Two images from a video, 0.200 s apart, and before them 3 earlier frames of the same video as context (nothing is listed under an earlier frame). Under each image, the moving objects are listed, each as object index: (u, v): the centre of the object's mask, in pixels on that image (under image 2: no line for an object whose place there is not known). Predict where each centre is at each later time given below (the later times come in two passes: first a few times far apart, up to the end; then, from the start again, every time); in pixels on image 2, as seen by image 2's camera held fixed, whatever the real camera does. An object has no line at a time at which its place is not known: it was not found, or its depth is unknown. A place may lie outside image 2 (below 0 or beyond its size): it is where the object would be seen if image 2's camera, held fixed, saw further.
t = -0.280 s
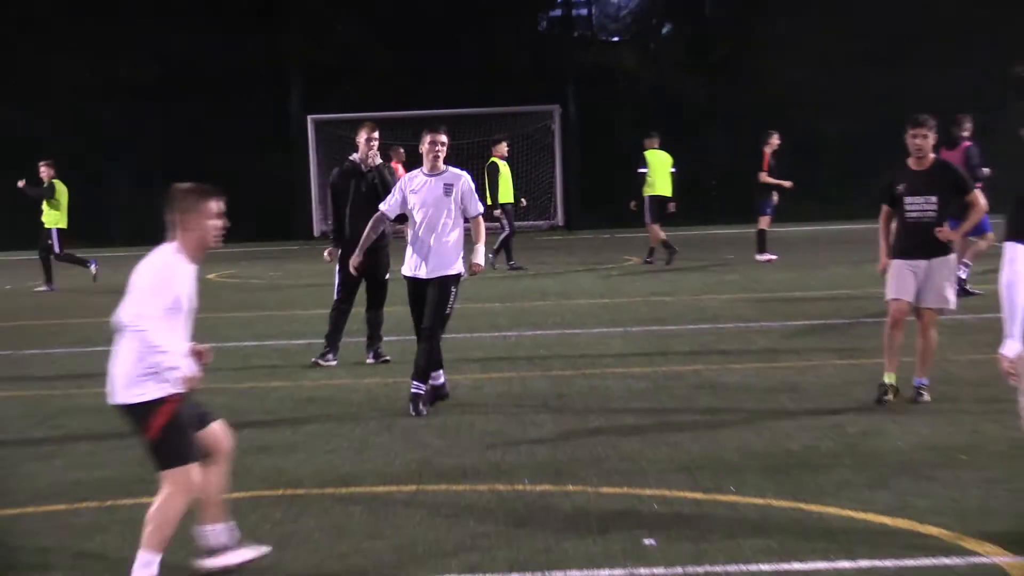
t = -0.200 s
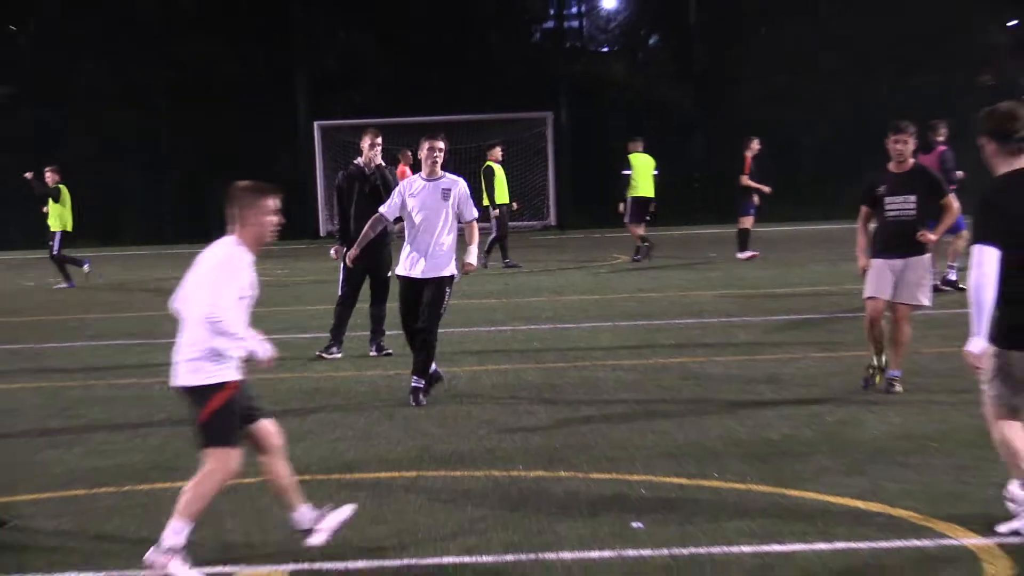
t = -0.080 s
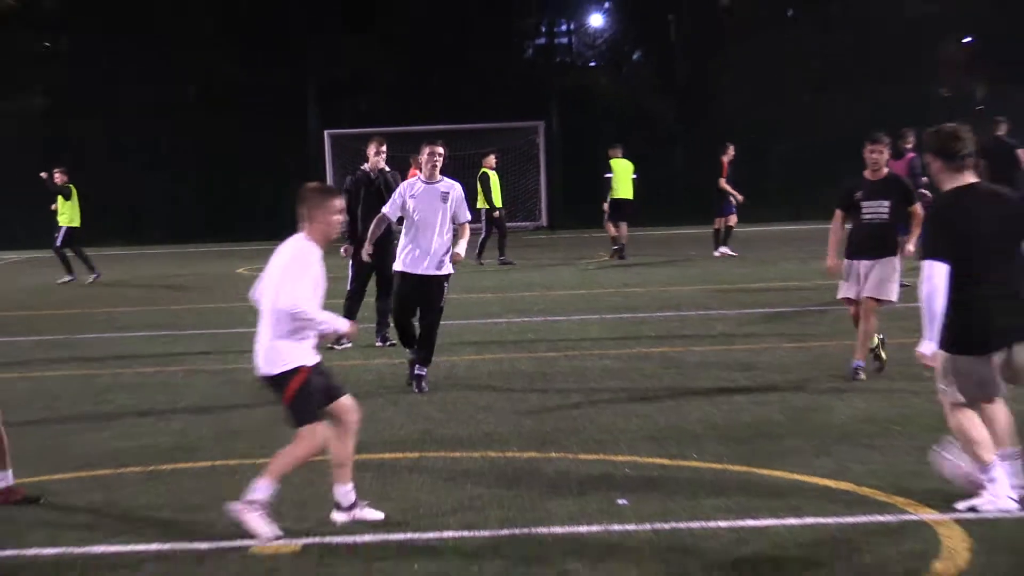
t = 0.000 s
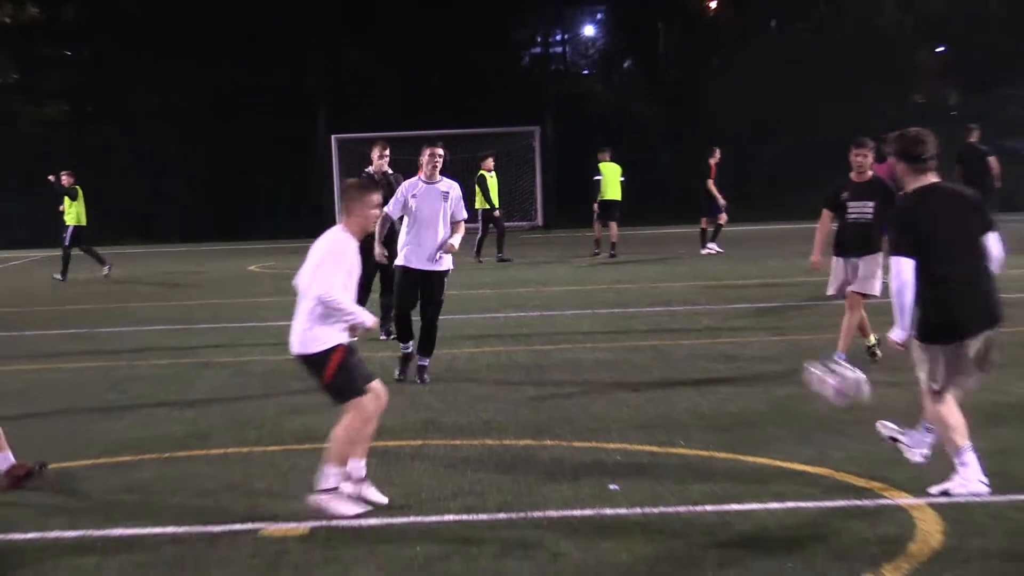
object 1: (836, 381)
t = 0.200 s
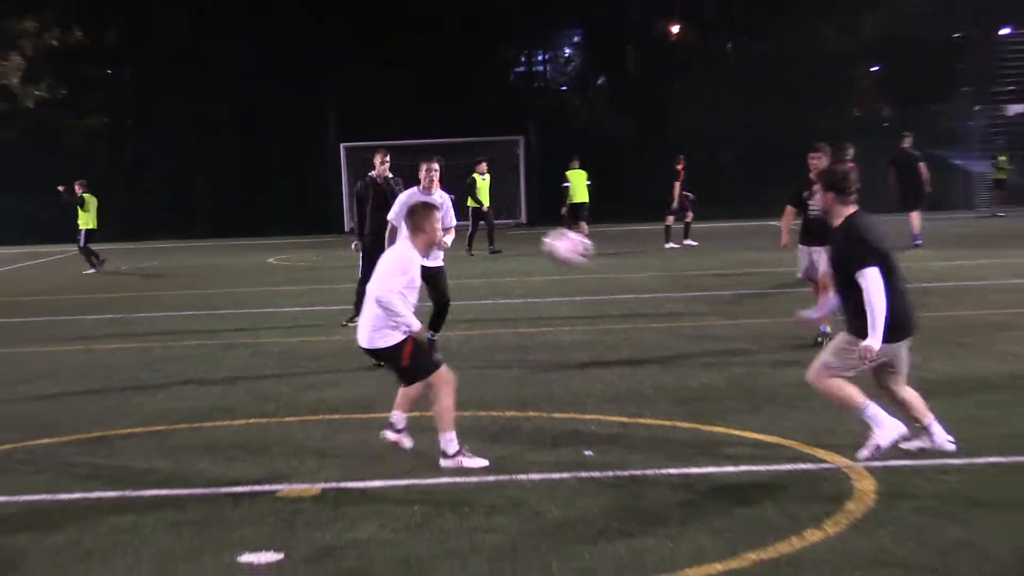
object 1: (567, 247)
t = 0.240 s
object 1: (525, 234)
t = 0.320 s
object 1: (455, 213)
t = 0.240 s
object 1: (525, 234)
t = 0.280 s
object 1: (485, 223)
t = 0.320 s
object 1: (455, 213)
